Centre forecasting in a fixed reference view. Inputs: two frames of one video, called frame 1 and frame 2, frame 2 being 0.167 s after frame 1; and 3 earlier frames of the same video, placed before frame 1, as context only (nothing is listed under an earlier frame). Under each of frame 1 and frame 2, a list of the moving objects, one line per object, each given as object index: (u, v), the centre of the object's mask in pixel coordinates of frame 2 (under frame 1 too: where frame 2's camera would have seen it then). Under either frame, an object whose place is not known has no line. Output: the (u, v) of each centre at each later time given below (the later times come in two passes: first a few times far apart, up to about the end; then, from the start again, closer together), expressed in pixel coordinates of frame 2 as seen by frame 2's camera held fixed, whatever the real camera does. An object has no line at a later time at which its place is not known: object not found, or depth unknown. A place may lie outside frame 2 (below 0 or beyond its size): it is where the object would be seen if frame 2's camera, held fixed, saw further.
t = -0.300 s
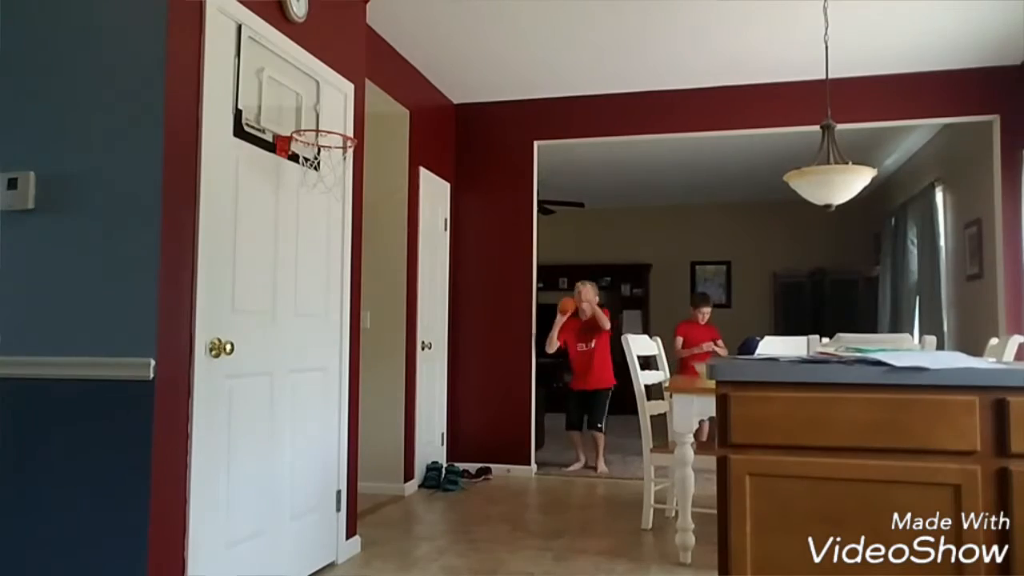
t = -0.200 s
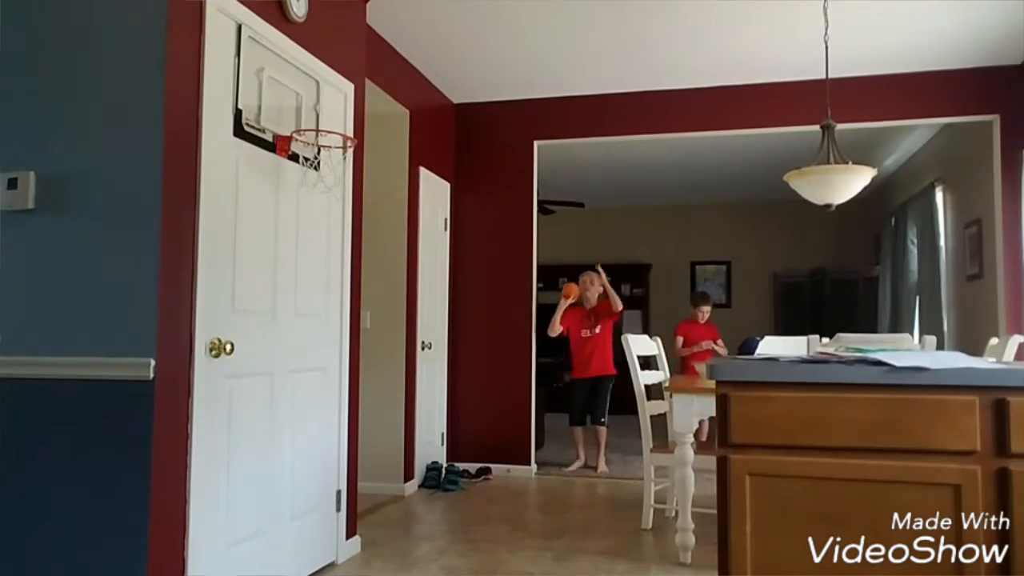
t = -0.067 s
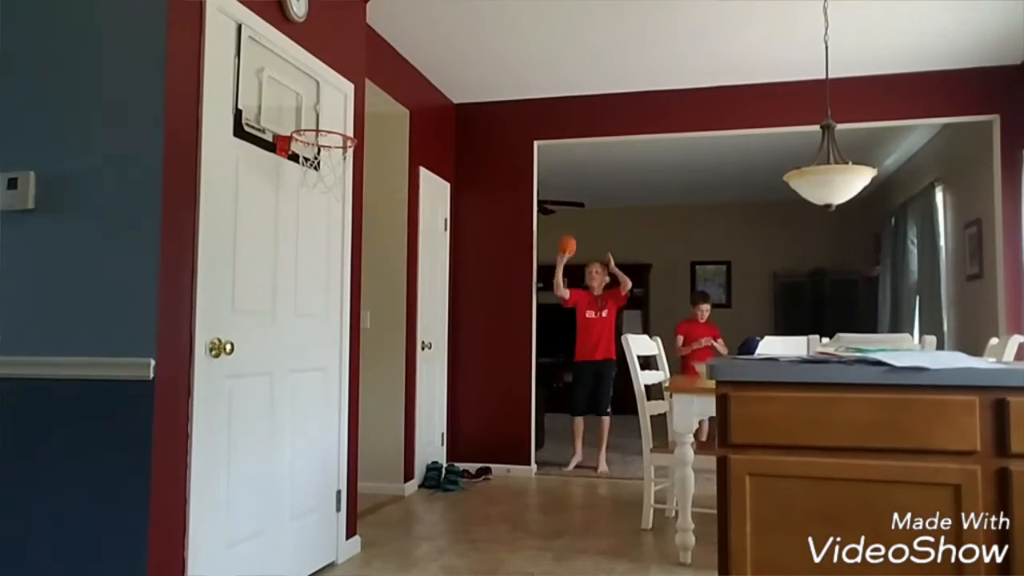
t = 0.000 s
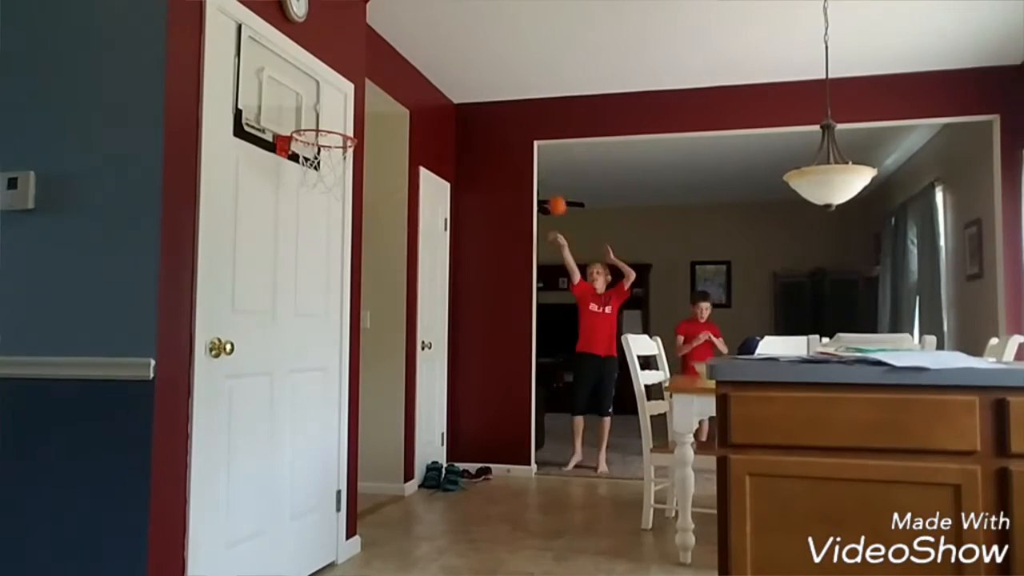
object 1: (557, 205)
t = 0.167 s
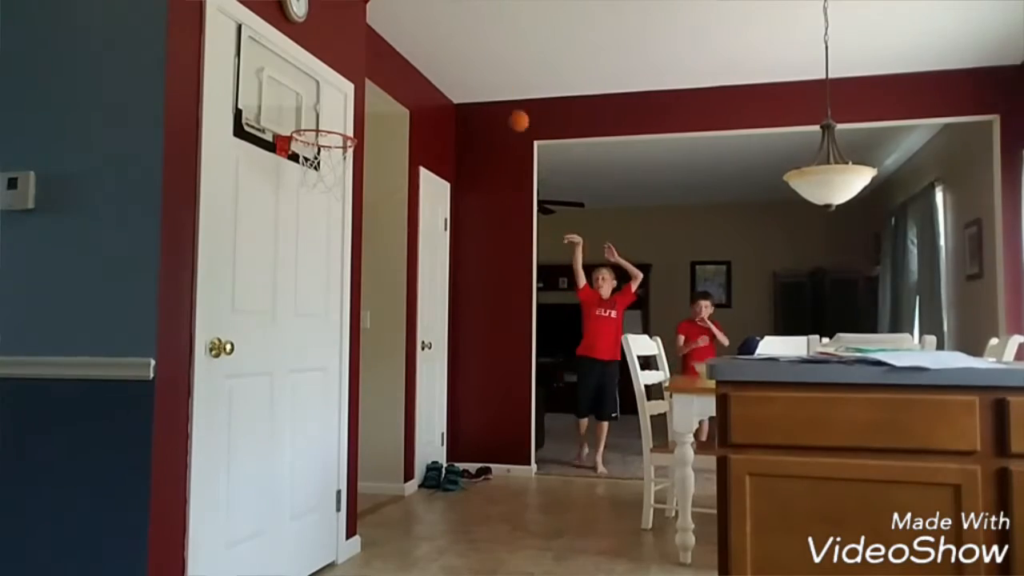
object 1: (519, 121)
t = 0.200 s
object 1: (510, 107)
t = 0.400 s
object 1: (449, 50)
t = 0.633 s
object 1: (351, 69)
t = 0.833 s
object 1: (315, 67)
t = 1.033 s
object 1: (369, 15)
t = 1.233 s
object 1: (431, 79)
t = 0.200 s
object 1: (510, 107)
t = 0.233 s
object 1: (501, 94)
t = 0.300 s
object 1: (482, 72)
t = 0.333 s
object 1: (471, 63)
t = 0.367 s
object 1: (461, 56)
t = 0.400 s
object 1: (449, 50)
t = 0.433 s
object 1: (437, 46)
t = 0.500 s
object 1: (411, 44)
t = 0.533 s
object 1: (398, 45)
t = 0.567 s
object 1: (384, 51)
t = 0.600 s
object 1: (369, 59)
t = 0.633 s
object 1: (351, 69)
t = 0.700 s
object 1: (309, 101)
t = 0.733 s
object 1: (293, 121)
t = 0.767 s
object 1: (300, 105)
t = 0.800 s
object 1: (308, 85)
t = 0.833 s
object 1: (315, 67)
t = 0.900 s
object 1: (333, 38)
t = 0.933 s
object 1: (340, 28)
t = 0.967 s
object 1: (349, 19)
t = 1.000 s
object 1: (359, 16)
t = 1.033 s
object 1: (369, 15)
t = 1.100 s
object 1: (387, 18)
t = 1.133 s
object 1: (397, 26)
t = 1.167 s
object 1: (408, 39)
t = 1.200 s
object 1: (419, 57)
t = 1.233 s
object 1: (431, 79)
